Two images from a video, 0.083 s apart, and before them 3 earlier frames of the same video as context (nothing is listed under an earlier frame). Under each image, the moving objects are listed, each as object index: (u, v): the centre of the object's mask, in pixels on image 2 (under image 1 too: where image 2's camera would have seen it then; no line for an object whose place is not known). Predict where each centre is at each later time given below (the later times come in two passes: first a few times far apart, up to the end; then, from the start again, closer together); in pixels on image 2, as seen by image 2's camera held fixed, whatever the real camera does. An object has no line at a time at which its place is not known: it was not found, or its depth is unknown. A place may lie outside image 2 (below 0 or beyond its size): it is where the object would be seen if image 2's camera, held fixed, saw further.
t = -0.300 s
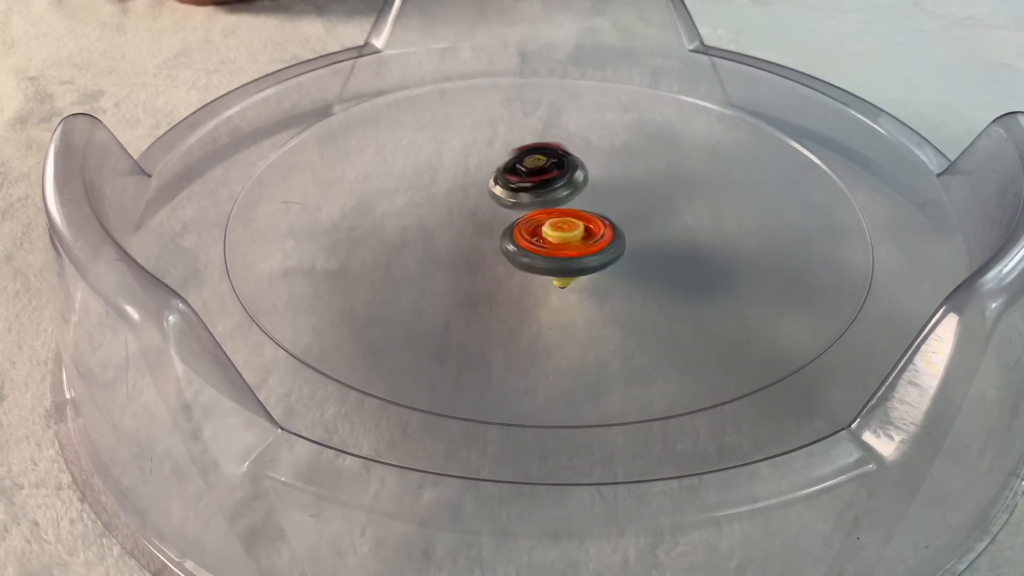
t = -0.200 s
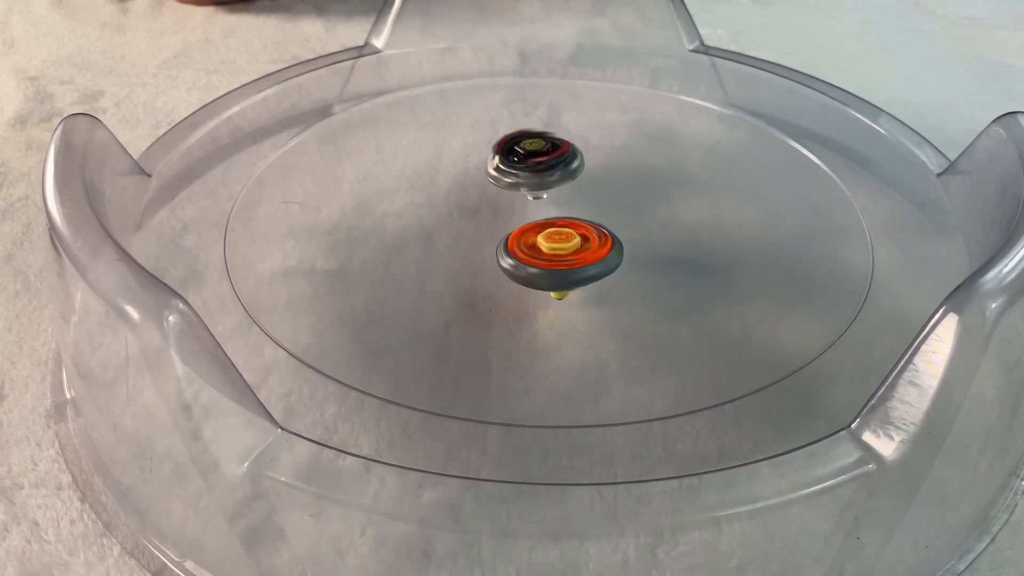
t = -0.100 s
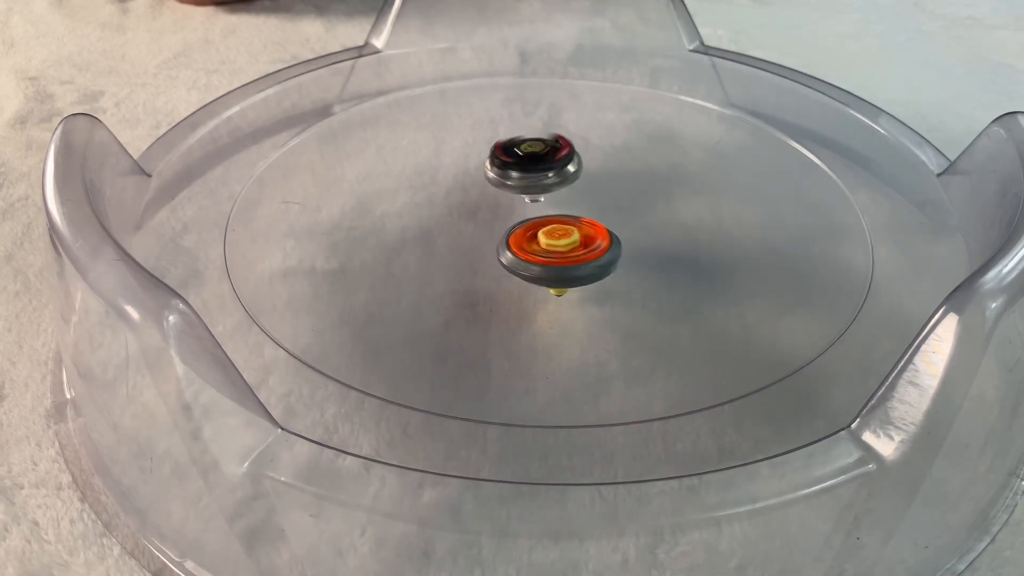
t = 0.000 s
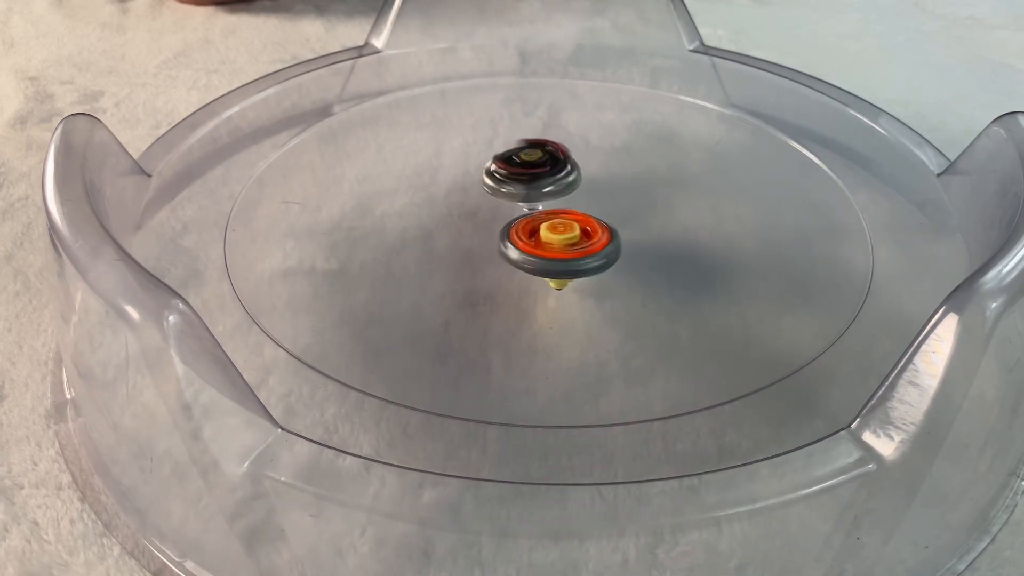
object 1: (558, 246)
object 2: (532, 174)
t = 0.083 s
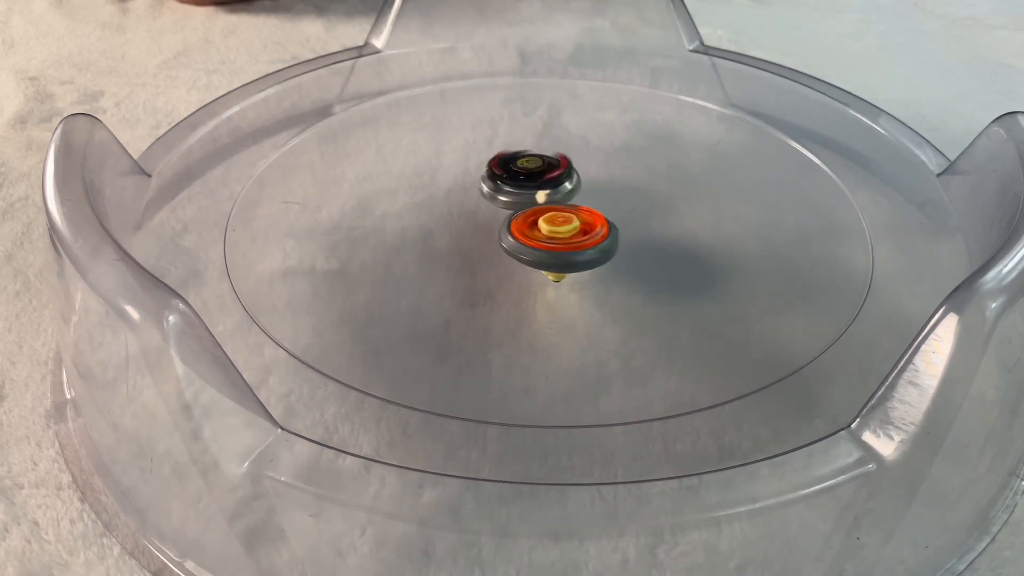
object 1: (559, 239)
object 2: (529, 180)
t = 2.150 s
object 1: (568, 235)
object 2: (504, 184)
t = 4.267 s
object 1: (583, 213)
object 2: (473, 232)
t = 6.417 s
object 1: (544, 196)
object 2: (602, 245)
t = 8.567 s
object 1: (451, 263)
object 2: (521, 220)
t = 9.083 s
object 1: (596, 252)
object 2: (586, 145)
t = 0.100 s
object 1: (557, 238)
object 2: (528, 180)
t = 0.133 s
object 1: (558, 238)
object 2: (527, 179)
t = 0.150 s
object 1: (559, 237)
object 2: (525, 179)
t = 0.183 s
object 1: (558, 237)
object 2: (527, 179)
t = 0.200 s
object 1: (558, 236)
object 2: (525, 180)
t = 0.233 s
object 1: (559, 237)
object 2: (525, 178)
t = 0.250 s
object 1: (558, 237)
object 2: (524, 178)
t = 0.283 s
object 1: (558, 237)
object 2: (522, 178)
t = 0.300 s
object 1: (558, 236)
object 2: (523, 178)
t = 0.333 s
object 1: (556, 234)
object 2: (521, 178)
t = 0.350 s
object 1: (559, 235)
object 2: (521, 177)
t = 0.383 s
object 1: (560, 236)
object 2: (521, 177)
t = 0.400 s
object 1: (559, 237)
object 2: (520, 177)
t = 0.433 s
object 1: (559, 236)
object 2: (521, 177)
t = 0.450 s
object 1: (558, 235)
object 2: (520, 177)
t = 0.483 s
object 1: (558, 234)
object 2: (518, 176)
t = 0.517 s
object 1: (558, 233)
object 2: (518, 177)
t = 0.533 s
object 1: (561, 236)
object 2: (517, 174)
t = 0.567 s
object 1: (562, 241)
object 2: (514, 169)
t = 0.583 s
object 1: (563, 243)
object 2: (513, 167)
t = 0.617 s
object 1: (561, 242)
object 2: (511, 165)
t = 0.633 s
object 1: (565, 244)
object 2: (513, 165)
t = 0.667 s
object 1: (566, 244)
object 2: (512, 167)
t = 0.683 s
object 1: (566, 243)
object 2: (514, 167)
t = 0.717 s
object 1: (567, 242)
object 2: (516, 170)
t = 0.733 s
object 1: (569, 241)
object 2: (516, 171)
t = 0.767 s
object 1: (568, 239)
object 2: (519, 173)
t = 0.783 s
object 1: (569, 238)
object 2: (520, 175)
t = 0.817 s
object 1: (570, 236)
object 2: (519, 176)
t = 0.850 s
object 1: (570, 233)
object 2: (521, 178)
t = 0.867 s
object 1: (570, 233)
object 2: (520, 179)
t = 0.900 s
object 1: (572, 231)
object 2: (521, 177)
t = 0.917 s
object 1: (572, 233)
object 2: (522, 178)
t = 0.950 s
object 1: (578, 236)
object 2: (521, 178)
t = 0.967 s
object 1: (579, 237)
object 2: (523, 178)
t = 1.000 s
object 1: (583, 238)
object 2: (528, 180)
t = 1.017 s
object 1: (585, 237)
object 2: (529, 180)
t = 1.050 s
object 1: (586, 237)
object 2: (534, 180)
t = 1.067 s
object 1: (587, 236)
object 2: (536, 181)
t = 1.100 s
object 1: (587, 234)
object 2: (537, 183)
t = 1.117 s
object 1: (589, 237)
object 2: (539, 181)
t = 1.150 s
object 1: (597, 246)
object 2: (537, 173)
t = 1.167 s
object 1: (597, 248)
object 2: (535, 169)
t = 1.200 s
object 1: (605, 252)
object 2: (535, 162)
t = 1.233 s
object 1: (606, 253)
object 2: (535, 158)
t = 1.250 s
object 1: (603, 253)
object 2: (534, 158)
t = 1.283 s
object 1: (607, 253)
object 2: (534, 156)
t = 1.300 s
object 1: (602, 252)
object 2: (535, 157)
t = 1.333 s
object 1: (605, 251)
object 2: (535, 160)
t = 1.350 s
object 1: (603, 250)
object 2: (536, 160)
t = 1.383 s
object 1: (603, 248)
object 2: (537, 164)
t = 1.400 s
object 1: (602, 247)
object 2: (537, 165)
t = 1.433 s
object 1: (601, 245)
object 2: (536, 168)
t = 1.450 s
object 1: (598, 243)
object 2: (537, 169)
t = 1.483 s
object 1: (596, 241)
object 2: (537, 173)
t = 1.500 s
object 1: (598, 240)
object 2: (536, 175)
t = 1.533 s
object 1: (594, 238)
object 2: (538, 177)
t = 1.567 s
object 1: (590, 236)
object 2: (537, 181)
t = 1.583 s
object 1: (590, 235)
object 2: (535, 182)
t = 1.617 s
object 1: (588, 236)
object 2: (535, 181)
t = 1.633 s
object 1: (591, 240)
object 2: (531, 178)
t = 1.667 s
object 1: (592, 245)
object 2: (523, 171)
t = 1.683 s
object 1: (593, 248)
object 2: (520, 169)
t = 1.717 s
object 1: (589, 248)
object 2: (517, 166)
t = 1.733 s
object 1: (591, 250)
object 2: (516, 166)
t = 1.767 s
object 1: (589, 249)
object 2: (513, 167)
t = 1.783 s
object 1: (584, 249)
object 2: (513, 167)
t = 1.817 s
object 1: (586, 248)
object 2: (514, 170)
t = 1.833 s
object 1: (580, 247)
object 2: (513, 171)
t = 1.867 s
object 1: (582, 246)
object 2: (511, 173)
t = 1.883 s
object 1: (580, 245)
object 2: (512, 175)
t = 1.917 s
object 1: (579, 242)
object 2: (513, 178)
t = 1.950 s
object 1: (575, 240)
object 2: (512, 180)
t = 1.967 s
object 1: (574, 239)
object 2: (512, 182)
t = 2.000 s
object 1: (572, 237)
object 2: (513, 183)
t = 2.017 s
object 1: (570, 235)
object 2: (513, 184)
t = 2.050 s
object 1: (570, 235)
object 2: (509, 184)
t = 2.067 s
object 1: (569, 235)
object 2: (508, 183)
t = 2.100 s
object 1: (569, 236)
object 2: (507, 183)
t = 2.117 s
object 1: (568, 236)
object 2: (506, 183)
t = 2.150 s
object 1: (568, 235)
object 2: (504, 184)
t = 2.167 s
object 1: (565, 234)
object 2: (504, 183)
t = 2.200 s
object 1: (567, 234)
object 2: (504, 182)
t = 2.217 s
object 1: (574, 244)
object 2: (497, 169)
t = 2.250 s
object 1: (591, 259)
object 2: (482, 151)
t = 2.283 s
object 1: (602, 270)
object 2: (470, 133)
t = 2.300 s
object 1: (607, 274)
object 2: (465, 126)
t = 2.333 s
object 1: (613, 279)
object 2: (460, 116)
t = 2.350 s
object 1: (615, 280)
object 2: (458, 113)
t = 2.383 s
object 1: (617, 281)
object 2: (453, 110)
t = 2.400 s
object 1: (618, 280)
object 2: (450, 110)
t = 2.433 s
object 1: (616, 276)
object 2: (445, 111)
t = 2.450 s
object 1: (617, 275)
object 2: (442, 112)
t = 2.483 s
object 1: (617, 273)
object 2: (441, 115)
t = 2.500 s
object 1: (618, 271)
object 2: (441, 118)
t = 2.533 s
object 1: (616, 267)
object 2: (444, 124)
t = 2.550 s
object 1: (617, 265)
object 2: (446, 128)
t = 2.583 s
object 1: (615, 262)
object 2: (450, 135)
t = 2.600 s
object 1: (615, 260)
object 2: (452, 139)
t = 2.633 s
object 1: (612, 256)
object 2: (459, 147)
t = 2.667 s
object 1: (611, 252)
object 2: (469, 156)
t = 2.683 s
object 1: (609, 251)
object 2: (474, 161)
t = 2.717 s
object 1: (606, 246)
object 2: (485, 172)
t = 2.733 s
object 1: (604, 245)
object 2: (491, 178)
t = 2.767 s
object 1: (600, 240)
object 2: (502, 188)
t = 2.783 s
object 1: (599, 239)
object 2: (508, 192)
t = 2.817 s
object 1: (597, 236)
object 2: (516, 197)
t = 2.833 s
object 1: (606, 240)
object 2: (514, 195)
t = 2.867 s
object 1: (622, 246)
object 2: (507, 188)
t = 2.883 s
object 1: (624, 248)
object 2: (505, 186)
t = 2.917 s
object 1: (632, 249)
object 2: (503, 183)
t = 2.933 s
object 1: (632, 249)
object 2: (503, 183)
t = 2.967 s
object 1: (633, 248)
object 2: (503, 183)
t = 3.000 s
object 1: (631, 247)
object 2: (505, 184)
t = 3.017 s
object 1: (629, 245)
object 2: (507, 184)
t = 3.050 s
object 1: (626, 242)
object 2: (509, 185)
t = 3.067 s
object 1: (624, 241)
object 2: (511, 186)
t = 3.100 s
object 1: (622, 238)
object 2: (514, 188)
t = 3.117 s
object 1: (617, 236)
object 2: (515, 189)
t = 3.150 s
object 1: (615, 232)
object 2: (518, 191)
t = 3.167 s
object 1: (611, 231)
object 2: (519, 193)
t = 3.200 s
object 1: (608, 228)
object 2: (520, 195)
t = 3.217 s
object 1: (605, 226)
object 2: (520, 195)
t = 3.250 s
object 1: (610, 226)
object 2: (519, 192)
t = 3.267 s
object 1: (610, 227)
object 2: (519, 193)
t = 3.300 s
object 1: (609, 227)
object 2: (519, 192)
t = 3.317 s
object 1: (609, 227)
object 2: (521, 193)
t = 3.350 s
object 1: (613, 229)
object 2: (519, 191)
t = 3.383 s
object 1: (637, 241)
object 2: (503, 175)
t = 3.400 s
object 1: (646, 244)
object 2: (496, 173)
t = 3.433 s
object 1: (663, 250)
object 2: (485, 164)
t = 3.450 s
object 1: (667, 252)
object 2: (481, 161)
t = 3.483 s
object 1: (671, 253)
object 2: (475, 158)
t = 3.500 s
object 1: (672, 253)
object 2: (473, 158)
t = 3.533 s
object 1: (673, 255)
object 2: (470, 161)
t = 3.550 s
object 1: (673, 254)
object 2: (471, 163)
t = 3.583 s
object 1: (669, 252)
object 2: (471, 168)
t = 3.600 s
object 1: (665, 249)
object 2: (471, 171)
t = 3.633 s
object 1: (662, 246)
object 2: (472, 177)
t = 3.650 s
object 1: (662, 247)
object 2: (472, 180)
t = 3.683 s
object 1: (660, 245)
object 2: (472, 187)
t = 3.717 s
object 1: (654, 243)
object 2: (472, 193)
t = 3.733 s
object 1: (652, 241)
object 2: (472, 196)
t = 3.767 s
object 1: (648, 240)
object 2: (472, 202)
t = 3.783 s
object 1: (644, 239)
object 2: (472, 204)
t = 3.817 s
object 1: (640, 237)
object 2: (473, 209)
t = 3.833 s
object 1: (637, 236)
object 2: (472, 212)
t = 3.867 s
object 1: (631, 234)
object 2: (473, 216)
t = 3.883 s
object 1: (628, 233)
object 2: (473, 218)
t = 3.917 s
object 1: (620, 232)
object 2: (473, 221)
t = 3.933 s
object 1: (618, 231)
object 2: (474, 223)
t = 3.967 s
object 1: (611, 230)
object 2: (475, 226)
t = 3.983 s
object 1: (607, 229)
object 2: (475, 227)
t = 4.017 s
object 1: (602, 227)
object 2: (477, 229)
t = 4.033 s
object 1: (598, 227)
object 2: (478, 230)
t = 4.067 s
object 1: (595, 224)
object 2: (476, 231)
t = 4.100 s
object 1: (597, 222)
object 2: (469, 231)
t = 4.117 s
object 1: (598, 221)
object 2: (467, 231)
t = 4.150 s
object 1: (596, 219)
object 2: (466, 231)
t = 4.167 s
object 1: (593, 219)
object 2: (467, 232)
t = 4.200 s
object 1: (591, 216)
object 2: (468, 232)
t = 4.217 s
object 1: (589, 216)
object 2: (468, 232)
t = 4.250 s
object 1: (584, 214)
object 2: (471, 232)
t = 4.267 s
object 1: (583, 213)
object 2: (473, 232)
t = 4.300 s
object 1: (580, 212)
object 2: (475, 231)
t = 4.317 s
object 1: (579, 211)
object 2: (475, 232)
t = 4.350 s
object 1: (577, 209)
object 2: (477, 232)
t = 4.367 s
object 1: (580, 207)
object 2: (475, 232)
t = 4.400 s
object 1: (585, 204)
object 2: (471, 232)
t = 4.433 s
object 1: (586, 202)
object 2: (470, 231)
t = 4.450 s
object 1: (586, 201)
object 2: (470, 231)
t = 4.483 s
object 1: (586, 200)
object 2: (473, 230)
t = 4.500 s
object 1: (583, 199)
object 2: (475, 229)
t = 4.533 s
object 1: (580, 197)
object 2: (478, 228)
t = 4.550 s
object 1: (582, 198)
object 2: (480, 228)
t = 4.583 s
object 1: (580, 197)
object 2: (484, 227)
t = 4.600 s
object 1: (578, 197)
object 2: (487, 226)
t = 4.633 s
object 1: (617, 186)
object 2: (445, 228)
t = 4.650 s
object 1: (633, 182)
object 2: (425, 228)
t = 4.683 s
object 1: (661, 171)
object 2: (390, 228)
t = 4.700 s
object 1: (673, 165)
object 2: (374, 227)
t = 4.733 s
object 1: (691, 160)
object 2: (349, 224)
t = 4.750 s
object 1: (693, 156)
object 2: (341, 222)
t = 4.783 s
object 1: (701, 154)
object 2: (330, 221)
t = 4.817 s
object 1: (699, 155)
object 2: (331, 221)
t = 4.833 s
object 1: (698, 155)
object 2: (335, 221)
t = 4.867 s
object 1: (693, 155)
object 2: (344, 221)
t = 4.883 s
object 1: (690, 157)
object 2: (350, 221)
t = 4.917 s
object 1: (683, 158)
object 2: (364, 223)
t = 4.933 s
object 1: (679, 159)
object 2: (373, 224)
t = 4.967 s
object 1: (671, 161)
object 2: (394, 226)
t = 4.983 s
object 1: (667, 163)
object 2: (406, 226)
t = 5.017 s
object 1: (660, 165)
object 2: (426, 226)
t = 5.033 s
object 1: (655, 166)
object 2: (437, 226)
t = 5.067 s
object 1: (648, 169)
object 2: (459, 227)
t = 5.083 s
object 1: (646, 170)
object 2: (470, 228)
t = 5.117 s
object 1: (641, 172)
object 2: (493, 226)
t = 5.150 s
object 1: (636, 175)
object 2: (511, 224)
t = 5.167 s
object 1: (635, 177)
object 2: (519, 223)
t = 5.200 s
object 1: (632, 180)
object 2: (534, 221)
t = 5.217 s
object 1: (638, 179)
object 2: (532, 221)
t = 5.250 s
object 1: (690, 164)
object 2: (481, 218)
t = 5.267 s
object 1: (717, 159)
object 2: (454, 221)
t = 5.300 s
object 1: (756, 148)
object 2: (411, 217)
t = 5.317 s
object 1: (769, 144)
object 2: (390, 216)
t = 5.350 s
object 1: (787, 136)
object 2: (357, 212)
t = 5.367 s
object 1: (798, 137)
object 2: (343, 211)
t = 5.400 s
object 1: (805, 135)
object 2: (324, 210)
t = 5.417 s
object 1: (805, 138)
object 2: (317, 212)
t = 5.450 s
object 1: (801, 139)
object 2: (316, 214)
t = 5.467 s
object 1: (795, 138)
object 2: (318, 216)
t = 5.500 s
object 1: (793, 142)
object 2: (334, 225)
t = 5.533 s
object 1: (783, 146)
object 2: (356, 234)
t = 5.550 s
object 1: (780, 147)
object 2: (369, 239)
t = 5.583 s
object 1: (769, 151)
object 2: (397, 247)
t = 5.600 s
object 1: (764, 154)
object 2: (410, 251)
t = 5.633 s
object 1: (745, 158)
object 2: (441, 257)
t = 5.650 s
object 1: (738, 162)
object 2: (454, 259)
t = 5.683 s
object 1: (721, 168)
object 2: (483, 264)
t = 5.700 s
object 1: (713, 171)
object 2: (497, 265)
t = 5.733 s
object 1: (695, 178)
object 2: (522, 268)
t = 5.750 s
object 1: (689, 185)
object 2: (536, 268)
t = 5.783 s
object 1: (672, 191)
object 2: (559, 269)
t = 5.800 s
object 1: (663, 195)
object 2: (571, 270)
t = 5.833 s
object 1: (647, 200)
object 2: (593, 268)
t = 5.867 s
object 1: (633, 200)
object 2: (612, 272)
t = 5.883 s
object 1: (629, 197)
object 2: (617, 276)
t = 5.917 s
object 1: (624, 190)
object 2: (628, 288)
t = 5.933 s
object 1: (620, 187)
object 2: (635, 290)
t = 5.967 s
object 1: (611, 184)
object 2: (647, 295)
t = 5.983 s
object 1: (607, 183)
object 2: (655, 296)
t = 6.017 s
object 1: (600, 182)
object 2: (664, 297)
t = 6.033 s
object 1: (597, 183)
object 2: (670, 297)
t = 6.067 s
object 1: (590, 184)
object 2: (673, 296)
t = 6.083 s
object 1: (587, 184)
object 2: (676, 296)
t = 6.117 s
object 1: (581, 186)
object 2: (675, 292)
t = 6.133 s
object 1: (579, 187)
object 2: (675, 292)
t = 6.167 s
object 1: (574, 189)
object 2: (671, 288)
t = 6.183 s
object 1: (571, 190)
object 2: (669, 288)
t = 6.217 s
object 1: (565, 191)
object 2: (663, 282)
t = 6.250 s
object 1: (562, 192)
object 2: (656, 278)
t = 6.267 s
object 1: (560, 193)
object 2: (651, 275)
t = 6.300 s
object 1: (555, 195)
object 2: (640, 269)
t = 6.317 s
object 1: (553, 194)
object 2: (635, 265)
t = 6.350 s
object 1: (550, 195)
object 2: (622, 259)
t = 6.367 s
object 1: (548, 195)
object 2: (618, 255)
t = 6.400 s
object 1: (546, 195)
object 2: (605, 249)
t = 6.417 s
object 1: (544, 196)
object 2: (602, 245)
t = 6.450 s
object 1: (540, 176)
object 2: (590, 251)
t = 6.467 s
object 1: (538, 169)
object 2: (584, 255)
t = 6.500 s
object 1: (538, 153)
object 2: (569, 261)
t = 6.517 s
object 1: (539, 144)
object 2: (560, 263)
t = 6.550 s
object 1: (541, 140)
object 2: (543, 268)
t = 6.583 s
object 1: (541, 121)
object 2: (525, 267)
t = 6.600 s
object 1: (541, 117)
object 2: (518, 265)
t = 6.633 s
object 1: (541, 120)
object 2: (509, 263)
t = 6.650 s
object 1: (542, 116)
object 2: (503, 262)
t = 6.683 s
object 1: (542, 116)
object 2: (501, 257)
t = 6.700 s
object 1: (542, 114)
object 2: (498, 254)
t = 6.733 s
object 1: (542, 116)
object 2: (497, 248)
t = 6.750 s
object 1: (542, 116)
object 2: (495, 245)
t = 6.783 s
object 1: (541, 117)
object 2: (494, 237)
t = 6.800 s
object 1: (542, 119)
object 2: (495, 234)
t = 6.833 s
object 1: (542, 123)
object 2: (494, 225)
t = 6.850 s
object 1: (542, 124)
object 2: (497, 221)
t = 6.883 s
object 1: (543, 129)
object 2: (498, 213)
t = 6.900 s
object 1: (544, 133)
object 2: (500, 208)
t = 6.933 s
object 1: (545, 139)
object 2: (504, 201)
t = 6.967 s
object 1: (554, 143)
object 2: (501, 197)
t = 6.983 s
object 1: (563, 143)
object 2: (497, 193)
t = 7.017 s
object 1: (581, 146)
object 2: (492, 190)
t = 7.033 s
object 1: (588, 145)
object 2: (490, 190)
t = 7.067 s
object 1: (600, 147)
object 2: (492, 185)
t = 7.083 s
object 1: (606, 150)
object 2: (495, 183)
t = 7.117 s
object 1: (616, 153)
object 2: (502, 178)
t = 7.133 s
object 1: (620, 151)
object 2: (508, 176)
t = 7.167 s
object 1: (627, 158)
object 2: (518, 171)
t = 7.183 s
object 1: (631, 156)
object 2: (523, 167)
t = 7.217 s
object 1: (636, 162)
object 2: (533, 165)
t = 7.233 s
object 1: (638, 157)
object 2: (539, 165)
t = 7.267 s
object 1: (642, 163)
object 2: (549, 164)
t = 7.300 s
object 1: (645, 167)
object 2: (557, 163)
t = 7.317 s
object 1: (647, 170)
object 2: (562, 164)
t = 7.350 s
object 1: (650, 180)
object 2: (572, 158)
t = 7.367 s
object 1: (651, 178)
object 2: (578, 155)
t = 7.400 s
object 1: (651, 192)
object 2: (592, 144)
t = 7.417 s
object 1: (651, 199)
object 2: (603, 146)
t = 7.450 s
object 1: (650, 196)
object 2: (622, 140)
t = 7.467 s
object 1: (648, 202)
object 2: (634, 139)
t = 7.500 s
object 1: (645, 209)
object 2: (652, 143)
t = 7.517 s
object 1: (643, 209)
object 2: (659, 145)
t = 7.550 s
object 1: (639, 217)
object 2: (669, 152)
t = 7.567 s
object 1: (628, 224)
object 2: (678, 151)
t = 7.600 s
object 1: (602, 245)
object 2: (699, 138)
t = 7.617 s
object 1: (587, 249)
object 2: (709, 132)
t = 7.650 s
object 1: (558, 275)
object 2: (725, 123)
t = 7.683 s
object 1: (534, 283)
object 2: (736, 119)
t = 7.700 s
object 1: (522, 292)
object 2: (740, 120)
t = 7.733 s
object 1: (502, 296)
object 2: (746, 121)
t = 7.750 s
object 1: (494, 300)
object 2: (746, 124)
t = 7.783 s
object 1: (478, 297)
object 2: (745, 129)
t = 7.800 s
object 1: (477, 301)
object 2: (744, 131)
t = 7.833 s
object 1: (470, 296)
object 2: (739, 140)
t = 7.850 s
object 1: (469, 292)
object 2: (738, 144)
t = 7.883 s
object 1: (470, 286)
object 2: (729, 154)
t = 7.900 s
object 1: (470, 284)
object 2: (723, 161)
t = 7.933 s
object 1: (474, 279)
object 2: (709, 173)
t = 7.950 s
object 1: (476, 275)
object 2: (699, 180)
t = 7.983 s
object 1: (482, 270)
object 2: (682, 192)
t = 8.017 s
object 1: (488, 266)
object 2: (663, 204)
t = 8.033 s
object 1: (490, 262)
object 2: (651, 210)
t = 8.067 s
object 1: (498, 261)
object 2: (629, 220)
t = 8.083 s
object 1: (499, 256)
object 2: (618, 226)
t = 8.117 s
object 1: (502, 249)
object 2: (603, 232)
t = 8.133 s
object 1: (499, 249)
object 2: (599, 234)
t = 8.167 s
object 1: (453, 252)
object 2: (618, 233)
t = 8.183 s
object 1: (431, 252)
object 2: (625, 235)
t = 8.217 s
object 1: (389, 246)
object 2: (637, 239)
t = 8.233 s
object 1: (368, 232)
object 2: (639, 239)
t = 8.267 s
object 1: (342, 228)
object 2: (640, 241)
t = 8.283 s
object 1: (337, 230)
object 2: (639, 242)
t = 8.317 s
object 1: (318, 225)
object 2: (629, 244)
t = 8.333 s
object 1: (311, 228)
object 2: (622, 245)
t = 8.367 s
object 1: (309, 233)
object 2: (604, 246)
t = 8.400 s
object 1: (317, 236)
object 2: (586, 247)
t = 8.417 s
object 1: (324, 241)
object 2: (576, 246)
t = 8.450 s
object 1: (344, 246)
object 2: (560, 244)
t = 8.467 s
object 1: (357, 253)
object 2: (551, 243)
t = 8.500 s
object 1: (389, 252)
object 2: (535, 239)
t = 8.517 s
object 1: (406, 254)
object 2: (527, 236)
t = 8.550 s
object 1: (442, 266)
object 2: (522, 228)
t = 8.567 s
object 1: (451, 263)
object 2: (521, 220)
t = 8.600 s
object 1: (458, 276)
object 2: (525, 207)
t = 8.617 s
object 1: (465, 283)
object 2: (530, 203)
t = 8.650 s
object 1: (486, 288)
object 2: (535, 188)
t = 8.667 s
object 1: (497, 295)
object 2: (541, 183)
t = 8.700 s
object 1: (522, 300)
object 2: (547, 171)
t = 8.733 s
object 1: (545, 300)
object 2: (554, 162)
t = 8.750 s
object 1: (556, 300)
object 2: (557, 157)
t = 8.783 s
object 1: (574, 304)
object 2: (562, 148)
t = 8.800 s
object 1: (580, 299)
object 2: (565, 144)
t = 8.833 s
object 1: (591, 298)
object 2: (569, 139)
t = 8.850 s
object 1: (594, 293)
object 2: (570, 136)
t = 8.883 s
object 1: (603, 295)
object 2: (574, 133)
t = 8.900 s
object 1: (604, 292)
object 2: (575, 132)
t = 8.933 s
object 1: (605, 284)
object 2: (578, 131)
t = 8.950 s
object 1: (603, 281)
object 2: (581, 132)
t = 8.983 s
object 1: (603, 274)
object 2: (584, 133)
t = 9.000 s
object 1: (600, 270)
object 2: (585, 134)
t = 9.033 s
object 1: (599, 263)
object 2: (586, 138)
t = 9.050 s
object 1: (598, 260)
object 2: (586, 140)
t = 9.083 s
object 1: (596, 252)
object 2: (586, 145)
